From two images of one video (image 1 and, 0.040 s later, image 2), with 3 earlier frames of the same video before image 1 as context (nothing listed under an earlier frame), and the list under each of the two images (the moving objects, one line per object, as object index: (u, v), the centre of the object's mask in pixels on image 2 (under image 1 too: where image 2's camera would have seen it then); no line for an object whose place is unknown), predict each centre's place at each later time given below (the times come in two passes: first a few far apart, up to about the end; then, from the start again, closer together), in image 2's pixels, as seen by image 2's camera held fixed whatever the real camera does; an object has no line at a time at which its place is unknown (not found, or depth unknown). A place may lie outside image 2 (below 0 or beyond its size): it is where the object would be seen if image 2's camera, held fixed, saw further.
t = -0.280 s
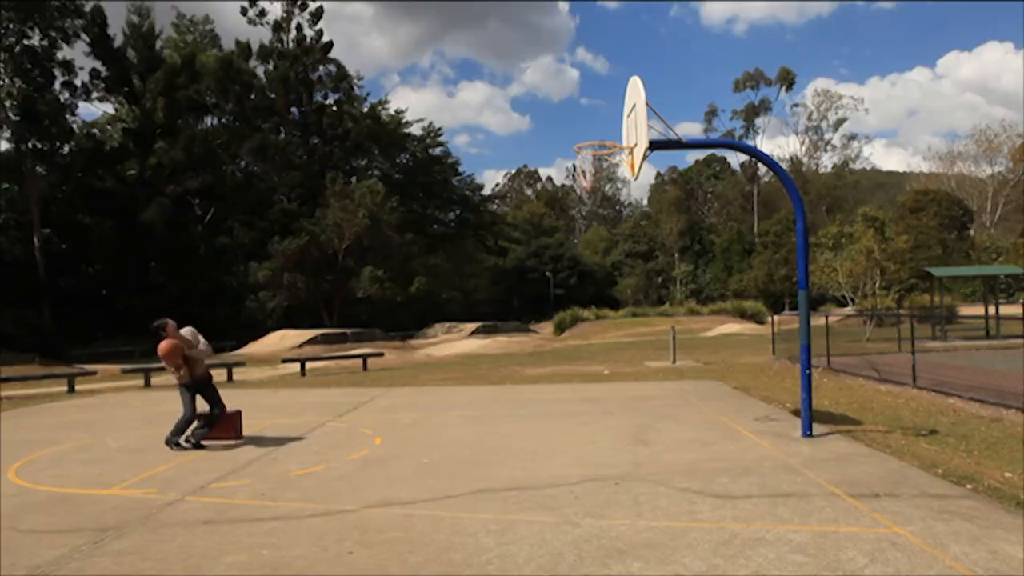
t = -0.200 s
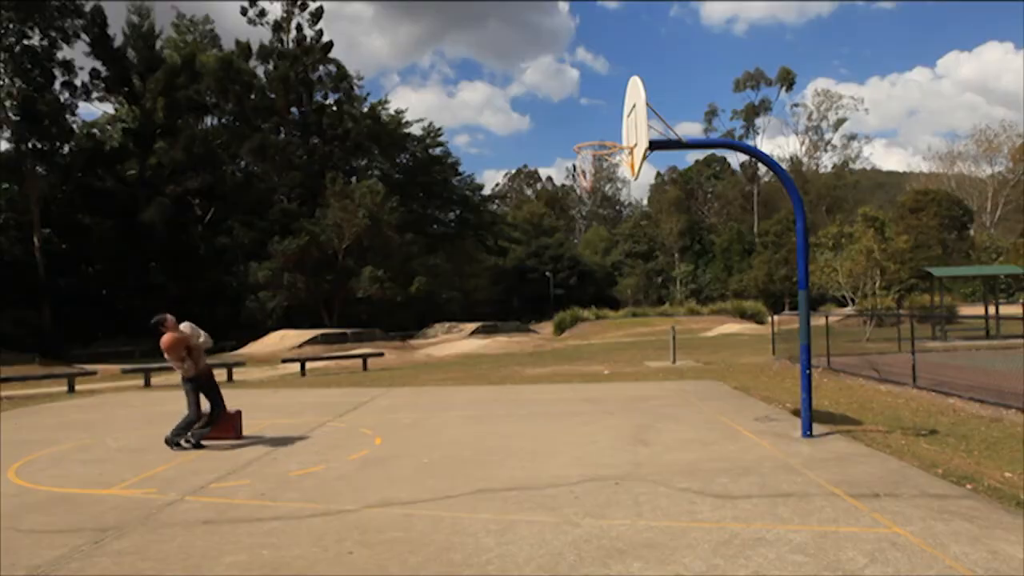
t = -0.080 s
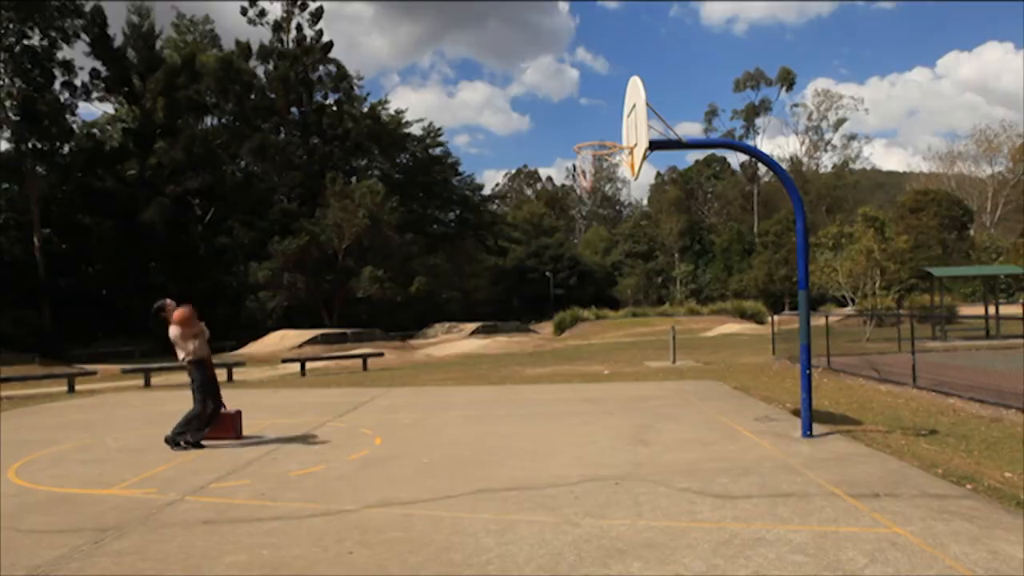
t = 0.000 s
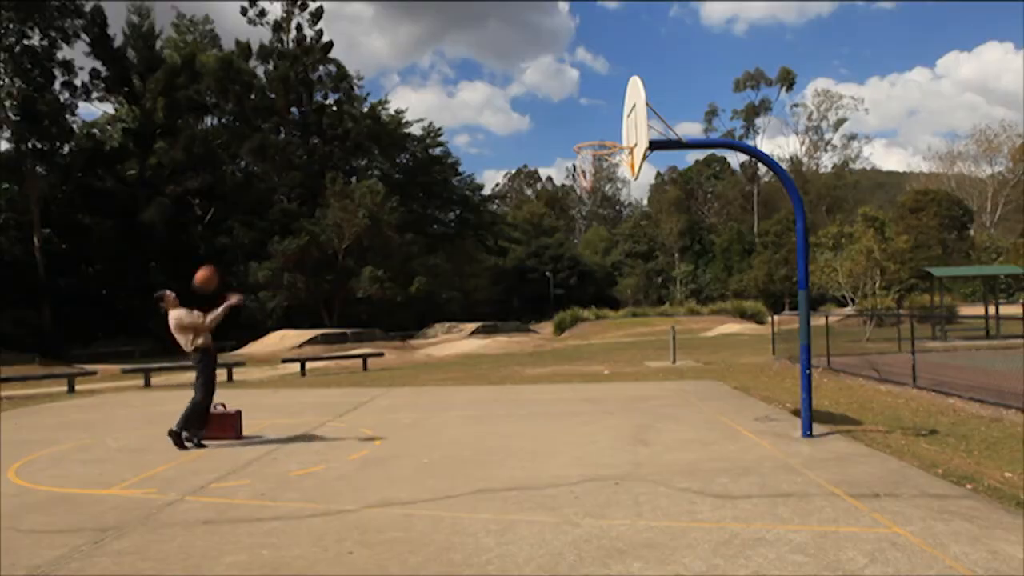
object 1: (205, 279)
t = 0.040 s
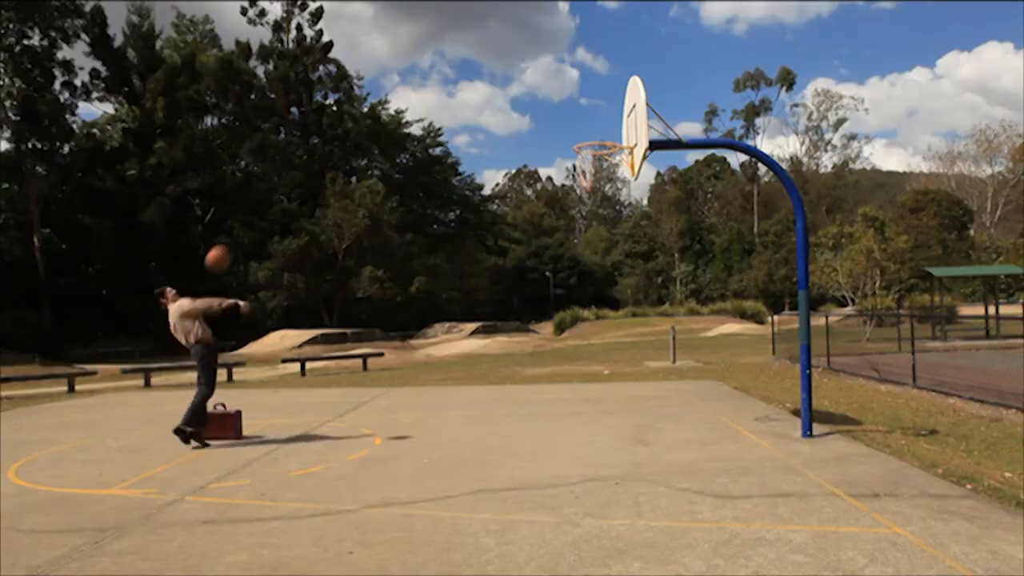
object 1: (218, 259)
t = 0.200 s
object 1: (268, 193)
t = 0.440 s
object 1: (345, 137)
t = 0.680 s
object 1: (426, 134)
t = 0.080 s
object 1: (230, 241)
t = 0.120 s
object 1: (242, 223)
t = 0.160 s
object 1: (255, 207)
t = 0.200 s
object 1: (268, 193)
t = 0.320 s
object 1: (306, 159)
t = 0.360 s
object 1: (319, 150)
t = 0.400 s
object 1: (332, 142)
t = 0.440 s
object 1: (345, 137)
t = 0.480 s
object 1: (358, 133)
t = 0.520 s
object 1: (372, 130)
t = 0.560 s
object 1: (386, 128)
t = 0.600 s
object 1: (398, 129)
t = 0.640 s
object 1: (412, 132)
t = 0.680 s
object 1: (426, 134)
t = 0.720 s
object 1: (440, 139)
